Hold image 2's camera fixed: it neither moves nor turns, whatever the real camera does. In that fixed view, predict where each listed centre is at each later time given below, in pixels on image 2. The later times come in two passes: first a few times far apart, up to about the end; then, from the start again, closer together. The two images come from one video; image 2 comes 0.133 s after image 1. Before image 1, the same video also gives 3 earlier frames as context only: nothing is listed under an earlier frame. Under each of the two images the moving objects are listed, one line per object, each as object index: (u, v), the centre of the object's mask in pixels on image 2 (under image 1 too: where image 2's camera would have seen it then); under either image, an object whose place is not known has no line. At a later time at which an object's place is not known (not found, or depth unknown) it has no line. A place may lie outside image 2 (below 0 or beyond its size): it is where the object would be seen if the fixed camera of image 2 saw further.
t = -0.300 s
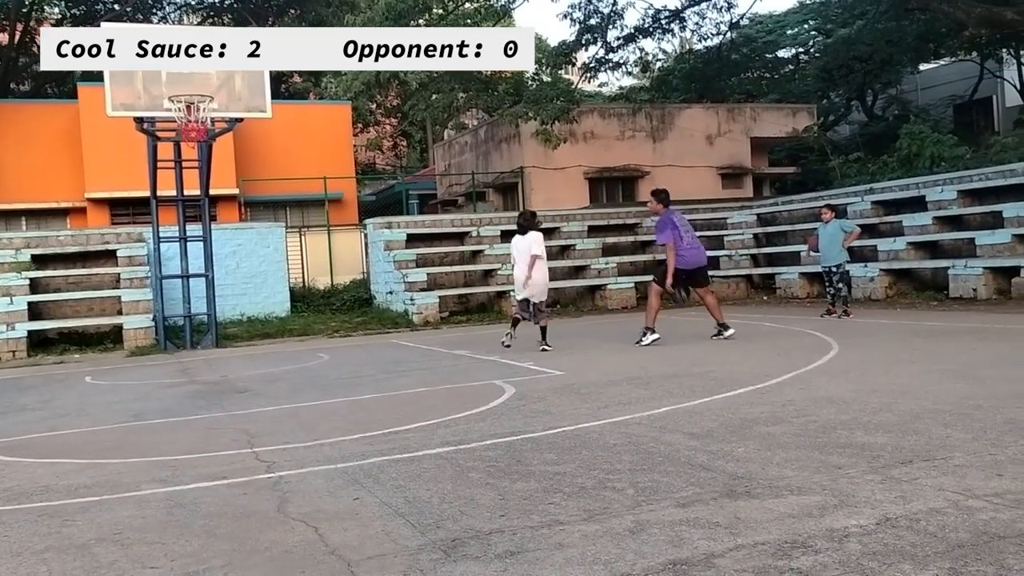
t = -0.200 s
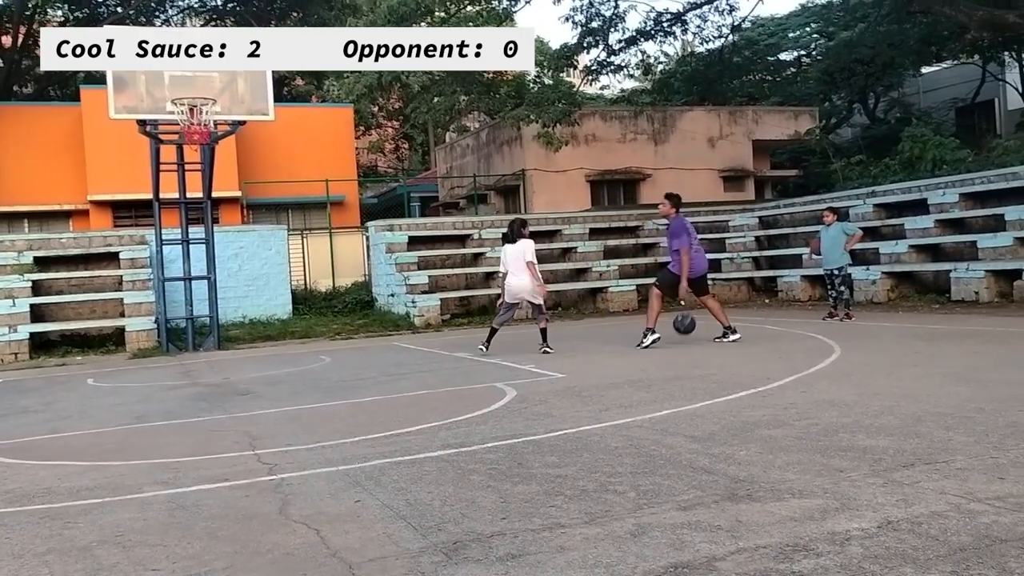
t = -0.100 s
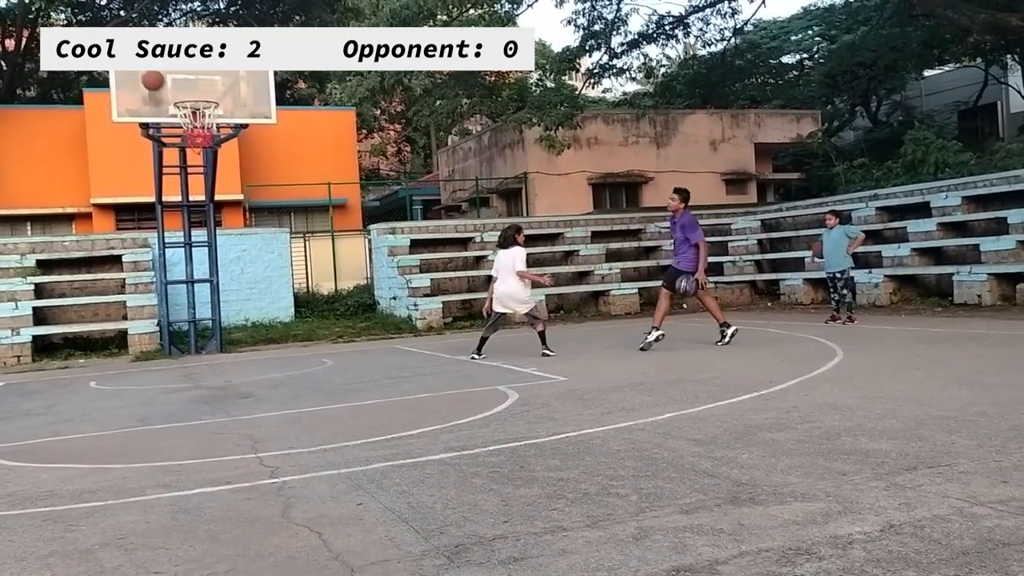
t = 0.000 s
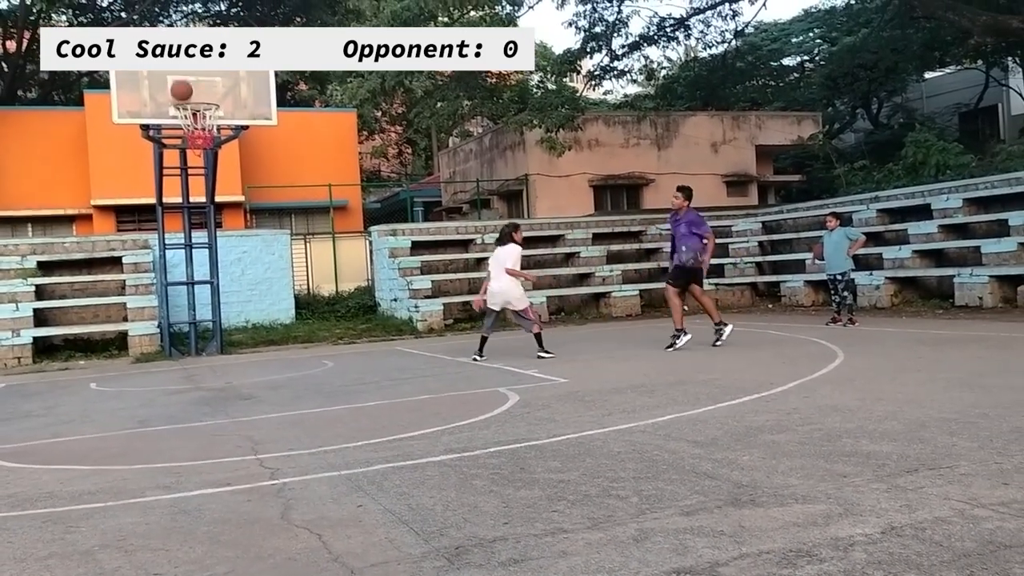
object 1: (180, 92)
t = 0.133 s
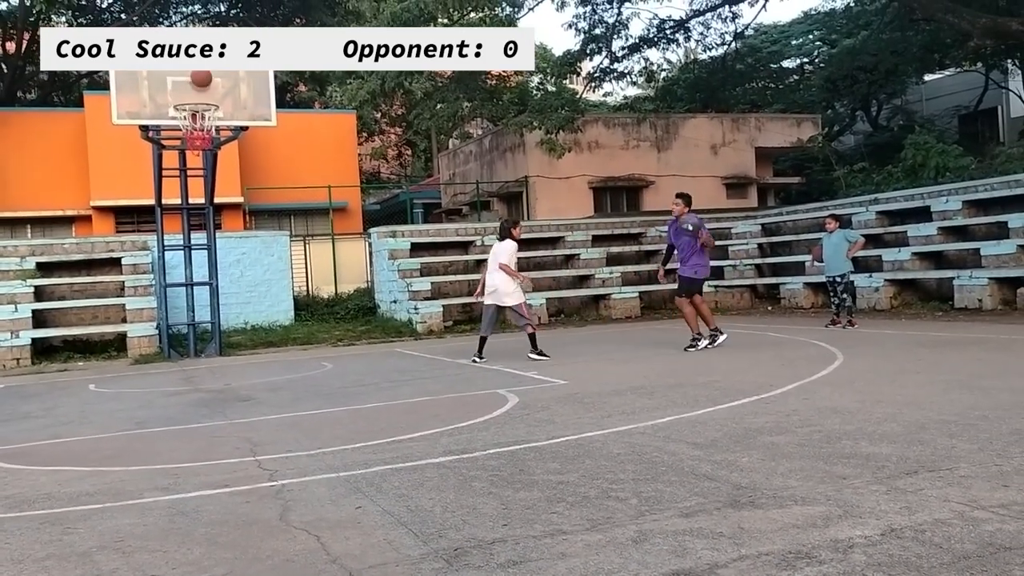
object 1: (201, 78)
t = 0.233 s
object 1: (211, 75)
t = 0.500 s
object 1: (242, 95)
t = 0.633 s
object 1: (260, 131)
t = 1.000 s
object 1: (311, 308)
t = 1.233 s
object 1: (336, 282)
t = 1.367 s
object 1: (348, 230)
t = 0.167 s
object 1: (204, 77)
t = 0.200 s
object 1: (208, 75)
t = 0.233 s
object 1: (211, 75)
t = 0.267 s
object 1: (215, 75)
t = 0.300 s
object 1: (219, 75)
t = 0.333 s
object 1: (223, 76)
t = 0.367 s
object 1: (227, 77)
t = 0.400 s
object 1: (230, 79)
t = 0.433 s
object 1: (234, 83)
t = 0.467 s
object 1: (238, 89)
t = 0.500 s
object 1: (242, 95)
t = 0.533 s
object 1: (246, 102)
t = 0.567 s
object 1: (251, 111)
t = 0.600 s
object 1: (255, 120)
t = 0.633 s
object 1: (260, 131)
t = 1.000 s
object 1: (311, 308)
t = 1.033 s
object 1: (316, 330)
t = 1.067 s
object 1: (320, 352)
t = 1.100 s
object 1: (324, 350)
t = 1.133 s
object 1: (326, 332)
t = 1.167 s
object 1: (330, 314)
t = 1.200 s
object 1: (332, 298)
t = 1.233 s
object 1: (336, 282)
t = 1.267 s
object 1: (339, 267)
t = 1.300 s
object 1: (343, 254)
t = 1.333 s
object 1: (345, 242)
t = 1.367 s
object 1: (348, 230)
